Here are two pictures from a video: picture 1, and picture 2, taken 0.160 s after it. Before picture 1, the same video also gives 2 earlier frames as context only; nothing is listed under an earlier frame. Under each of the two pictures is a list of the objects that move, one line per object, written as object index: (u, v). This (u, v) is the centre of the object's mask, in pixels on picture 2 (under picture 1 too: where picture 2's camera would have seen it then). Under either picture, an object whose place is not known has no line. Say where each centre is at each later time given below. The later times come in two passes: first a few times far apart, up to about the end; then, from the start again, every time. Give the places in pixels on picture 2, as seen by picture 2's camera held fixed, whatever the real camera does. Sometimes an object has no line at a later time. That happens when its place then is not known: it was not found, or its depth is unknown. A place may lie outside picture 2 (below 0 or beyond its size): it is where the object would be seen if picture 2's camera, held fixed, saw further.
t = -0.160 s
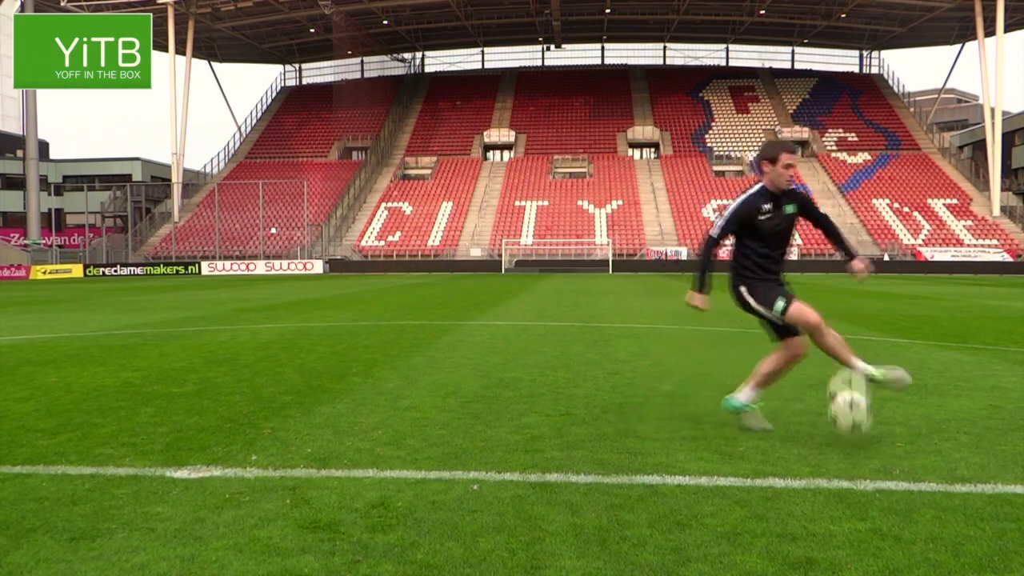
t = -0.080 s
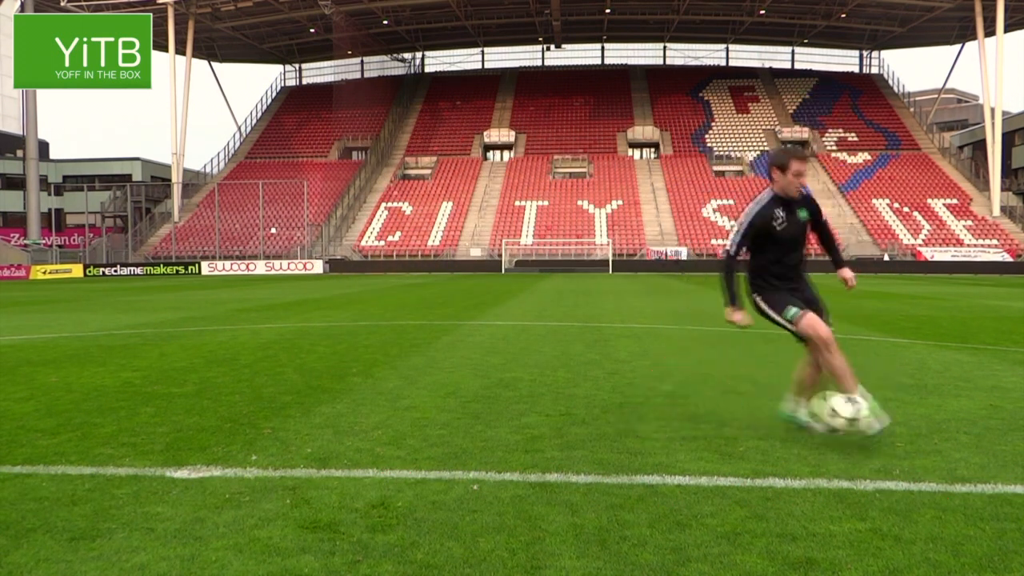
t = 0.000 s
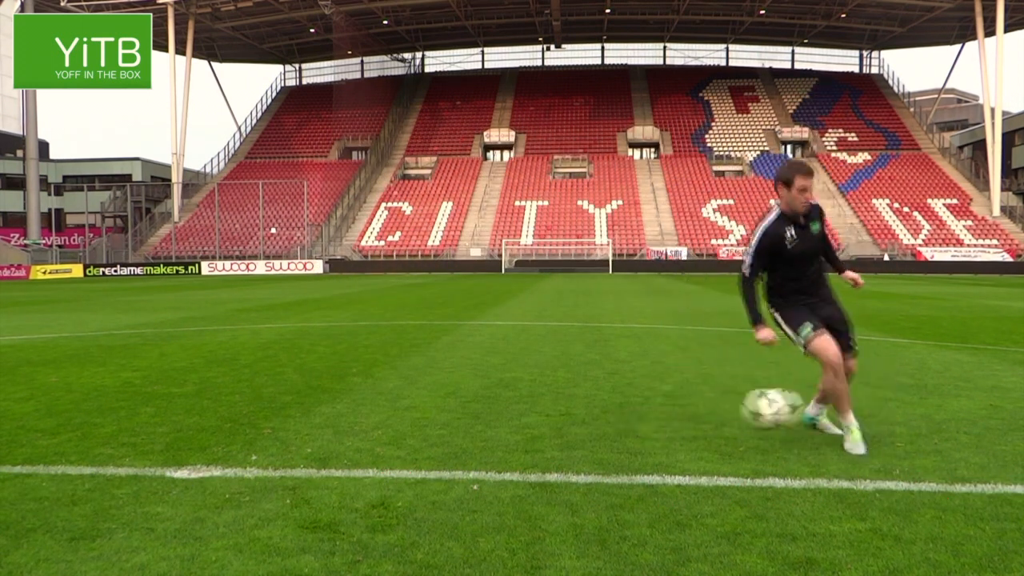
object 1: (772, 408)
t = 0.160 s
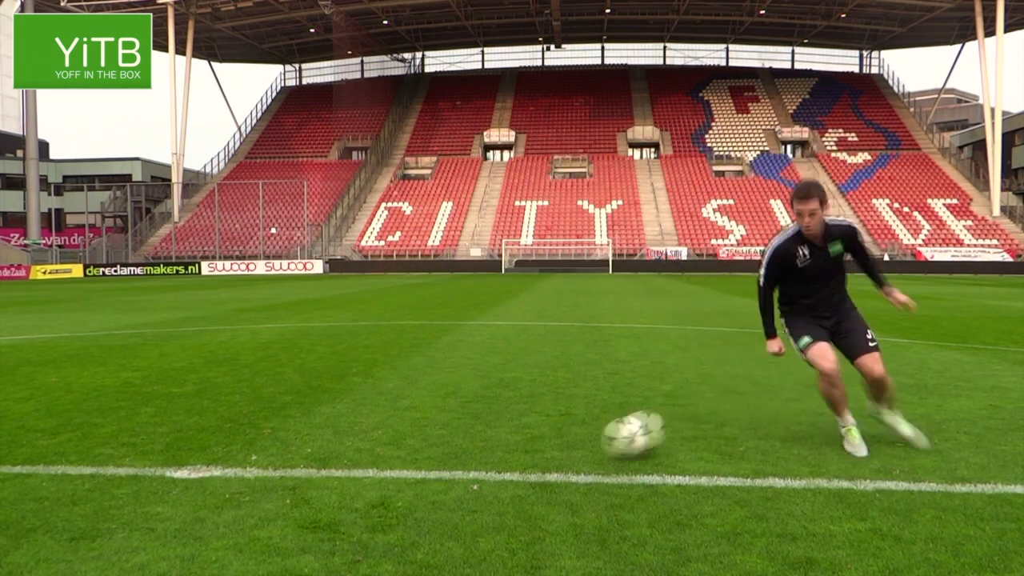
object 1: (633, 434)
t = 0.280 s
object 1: (545, 427)
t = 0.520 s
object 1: (382, 439)
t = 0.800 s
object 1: (242, 454)
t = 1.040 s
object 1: (180, 455)
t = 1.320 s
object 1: (121, 457)
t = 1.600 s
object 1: (71, 459)
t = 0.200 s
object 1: (602, 437)
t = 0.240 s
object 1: (573, 431)
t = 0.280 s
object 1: (545, 427)
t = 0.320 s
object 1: (515, 426)
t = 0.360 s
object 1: (488, 430)
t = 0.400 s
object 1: (459, 437)
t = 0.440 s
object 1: (431, 443)
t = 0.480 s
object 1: (406, 442)
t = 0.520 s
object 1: (382, 439)
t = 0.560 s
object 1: (359, 440)
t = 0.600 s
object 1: (335, 445)
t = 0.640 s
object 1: (312, 450)
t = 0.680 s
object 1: (293, 450)
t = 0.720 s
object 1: (276, 449)
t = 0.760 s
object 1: (258, 451)
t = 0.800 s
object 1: (242, 454)
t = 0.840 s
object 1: (231, 452)
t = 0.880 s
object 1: (220, 453)
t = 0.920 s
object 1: (209, 455)
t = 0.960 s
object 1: (200, 454)
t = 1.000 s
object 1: (190, 456)
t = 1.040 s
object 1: (180, 455)
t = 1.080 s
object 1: (172, 455)
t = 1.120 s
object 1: (163, 455)
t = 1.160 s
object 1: (154, 456)
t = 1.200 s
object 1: (146, 456)
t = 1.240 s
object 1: (137, 456)
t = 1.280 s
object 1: (129, 457)
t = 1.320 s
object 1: (121, 457)
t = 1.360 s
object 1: (113, 458)
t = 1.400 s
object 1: (105, 458)
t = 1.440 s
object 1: (98, 458)
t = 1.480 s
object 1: (91, 459)
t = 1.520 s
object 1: (84, 459)
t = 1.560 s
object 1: (78, 459)
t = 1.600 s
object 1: (71, 459)
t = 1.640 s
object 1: (65, 459)
